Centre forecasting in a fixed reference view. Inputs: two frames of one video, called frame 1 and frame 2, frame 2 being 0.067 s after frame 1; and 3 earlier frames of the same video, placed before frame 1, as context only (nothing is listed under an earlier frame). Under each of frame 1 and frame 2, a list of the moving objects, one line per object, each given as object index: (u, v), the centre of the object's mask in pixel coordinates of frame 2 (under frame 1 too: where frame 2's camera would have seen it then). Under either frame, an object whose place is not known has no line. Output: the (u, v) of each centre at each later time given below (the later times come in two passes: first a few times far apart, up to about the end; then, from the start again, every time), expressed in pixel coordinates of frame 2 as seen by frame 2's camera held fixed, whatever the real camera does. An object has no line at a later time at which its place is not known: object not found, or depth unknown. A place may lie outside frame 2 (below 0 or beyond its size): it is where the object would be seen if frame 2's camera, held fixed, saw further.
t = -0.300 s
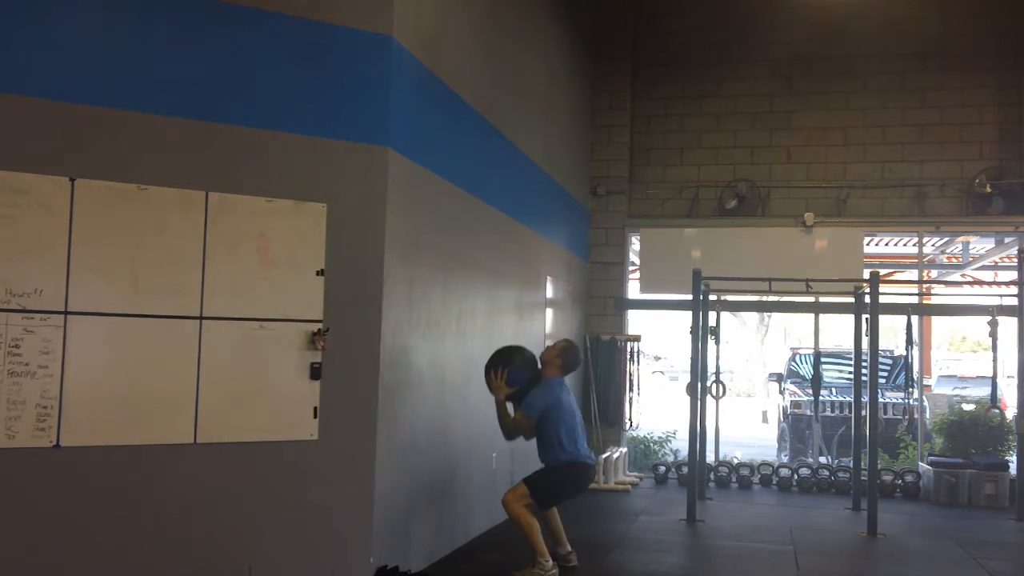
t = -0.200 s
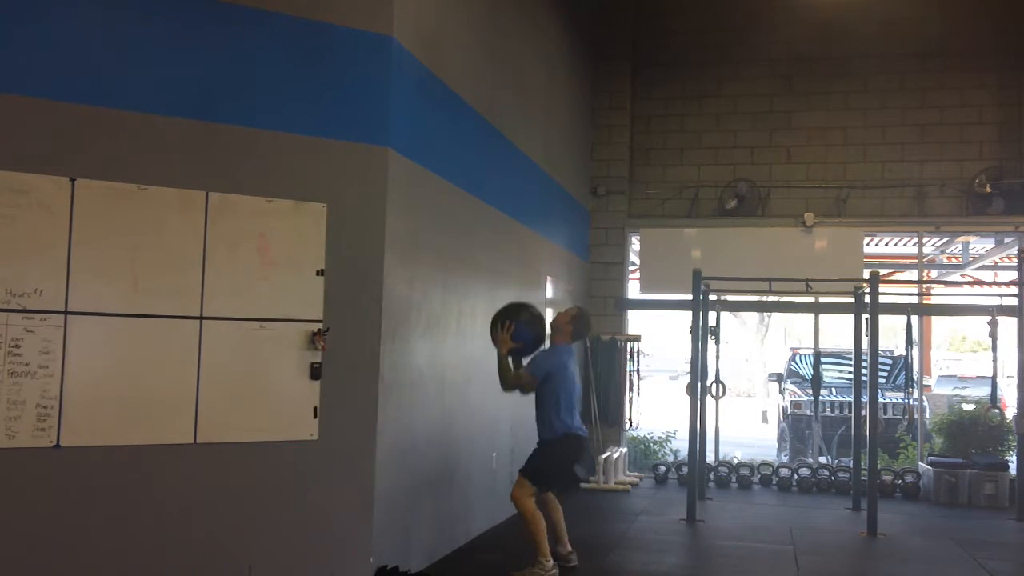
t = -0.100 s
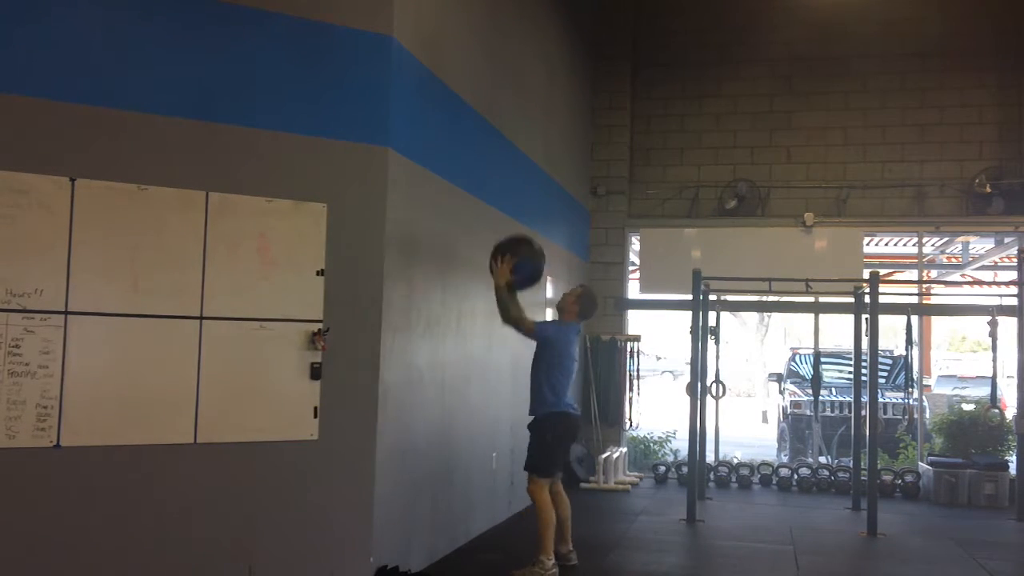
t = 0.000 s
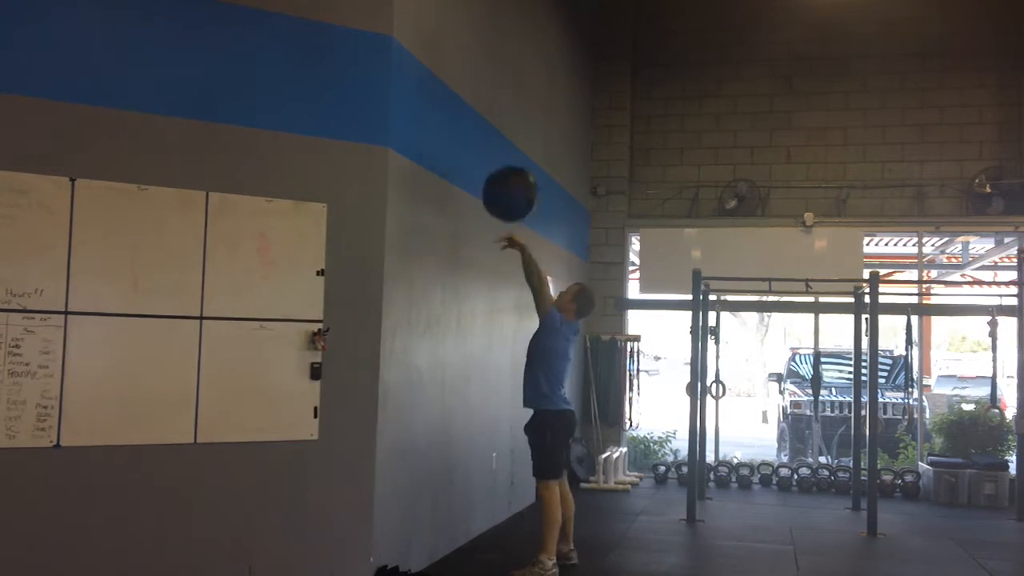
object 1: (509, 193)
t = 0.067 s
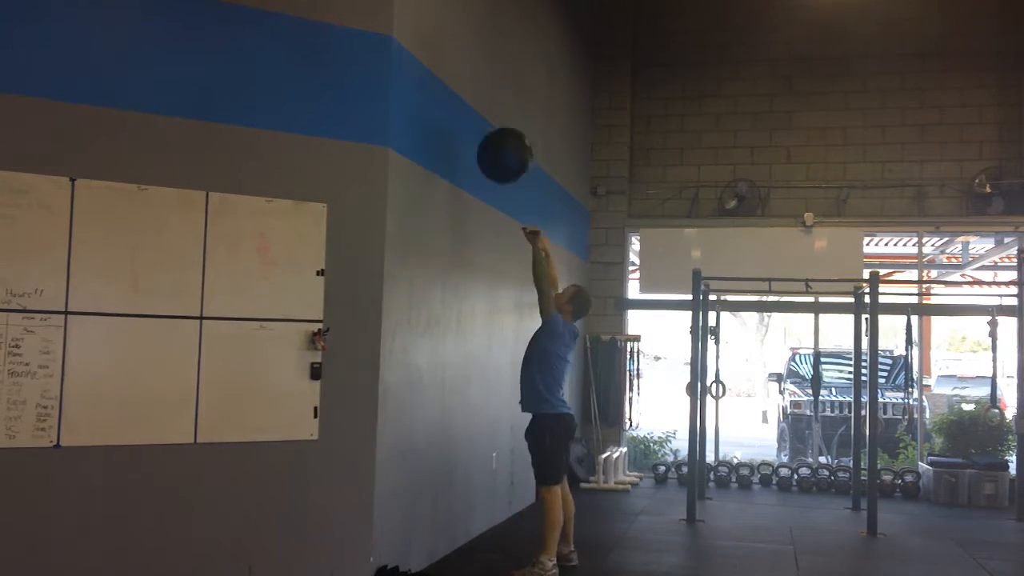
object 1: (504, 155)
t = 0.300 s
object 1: (483, 73)
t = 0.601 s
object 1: (481, 85)
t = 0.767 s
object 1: (487, 151)
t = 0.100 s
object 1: (501, 139)
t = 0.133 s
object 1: (498, 124)
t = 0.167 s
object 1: (495, 110)
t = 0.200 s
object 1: (492, 98)
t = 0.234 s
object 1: (489, 88)
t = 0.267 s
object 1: (486, 80)
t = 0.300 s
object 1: (483, 73)
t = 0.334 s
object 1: (480, 68)
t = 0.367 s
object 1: (475, 65)
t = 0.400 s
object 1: (472, 63)
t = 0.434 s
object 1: (472, 63)
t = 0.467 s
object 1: (473, 64)
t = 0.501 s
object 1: (475, 67)
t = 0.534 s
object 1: (477, 71)
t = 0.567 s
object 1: (479, 77)
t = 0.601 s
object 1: (481, 85)
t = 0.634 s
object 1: (482, 95)
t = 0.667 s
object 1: (484, 106)
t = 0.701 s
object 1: (485, 119)
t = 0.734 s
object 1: (486, 134)
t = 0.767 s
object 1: (487, 151)
